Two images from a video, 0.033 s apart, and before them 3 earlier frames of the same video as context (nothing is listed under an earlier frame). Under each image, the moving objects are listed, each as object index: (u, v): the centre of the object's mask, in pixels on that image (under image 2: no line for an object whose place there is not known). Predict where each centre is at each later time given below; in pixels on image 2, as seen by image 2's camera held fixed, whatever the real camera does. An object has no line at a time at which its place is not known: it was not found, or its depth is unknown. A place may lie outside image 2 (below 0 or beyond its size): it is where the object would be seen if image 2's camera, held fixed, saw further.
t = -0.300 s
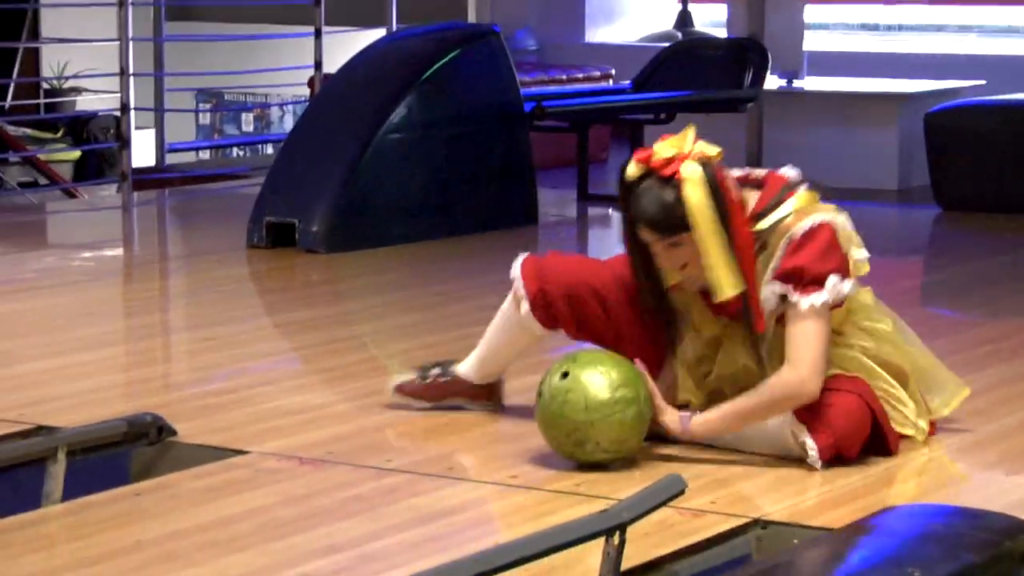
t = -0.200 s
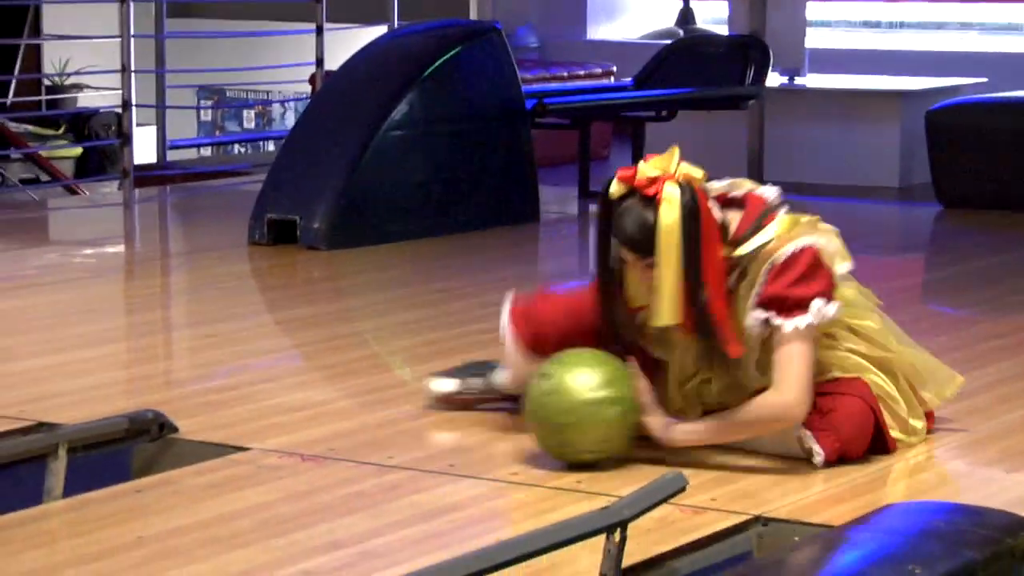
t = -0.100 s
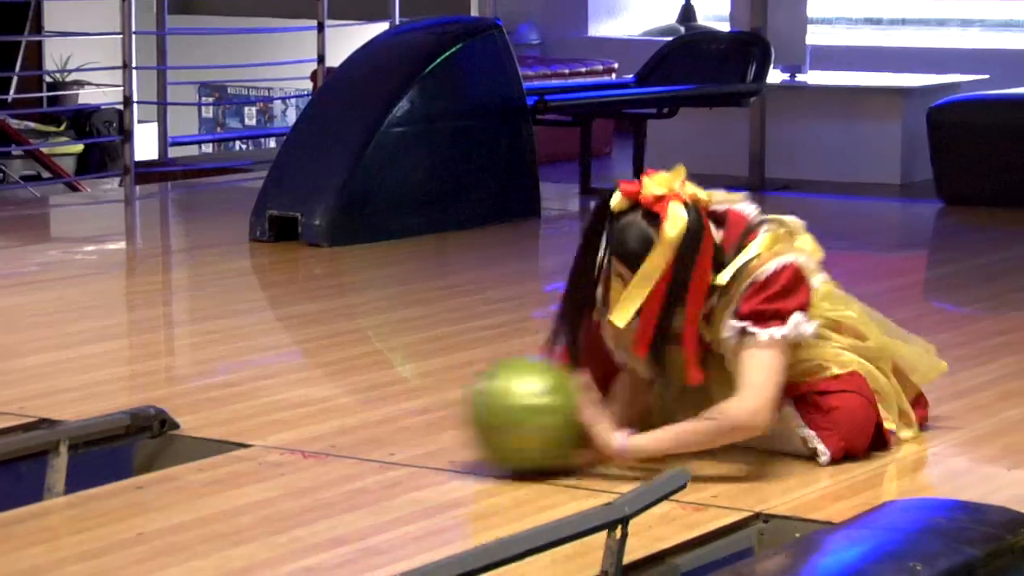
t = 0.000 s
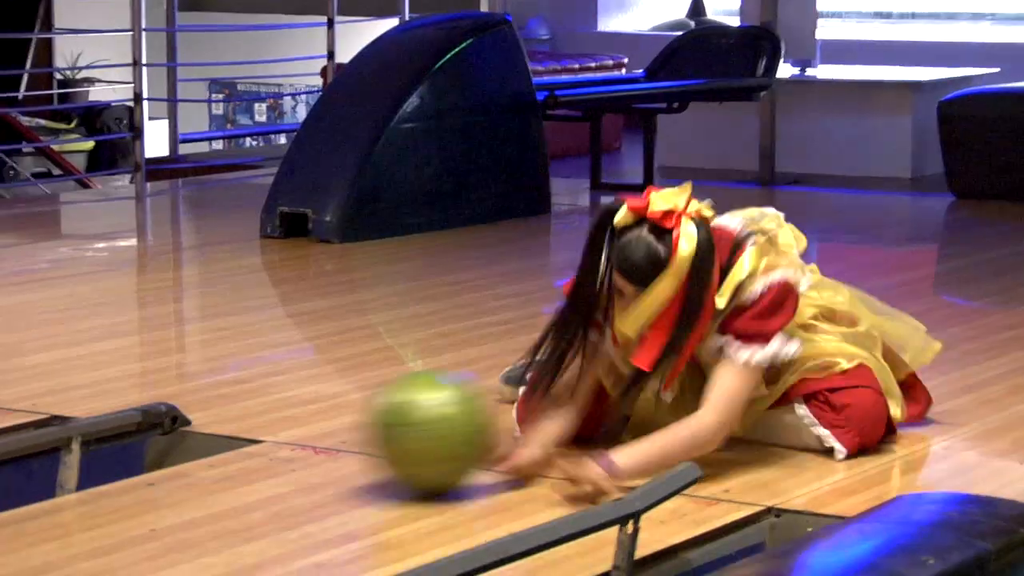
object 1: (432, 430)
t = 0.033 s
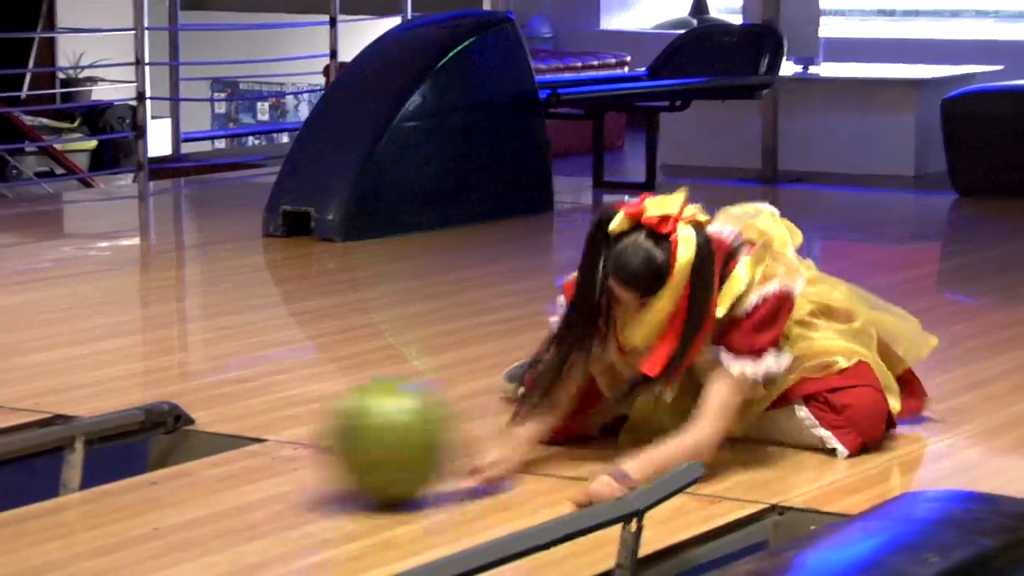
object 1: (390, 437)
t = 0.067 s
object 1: (343, 449)
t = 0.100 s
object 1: (293, 460)
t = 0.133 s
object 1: (241, 472)
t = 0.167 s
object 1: (188, 483)
